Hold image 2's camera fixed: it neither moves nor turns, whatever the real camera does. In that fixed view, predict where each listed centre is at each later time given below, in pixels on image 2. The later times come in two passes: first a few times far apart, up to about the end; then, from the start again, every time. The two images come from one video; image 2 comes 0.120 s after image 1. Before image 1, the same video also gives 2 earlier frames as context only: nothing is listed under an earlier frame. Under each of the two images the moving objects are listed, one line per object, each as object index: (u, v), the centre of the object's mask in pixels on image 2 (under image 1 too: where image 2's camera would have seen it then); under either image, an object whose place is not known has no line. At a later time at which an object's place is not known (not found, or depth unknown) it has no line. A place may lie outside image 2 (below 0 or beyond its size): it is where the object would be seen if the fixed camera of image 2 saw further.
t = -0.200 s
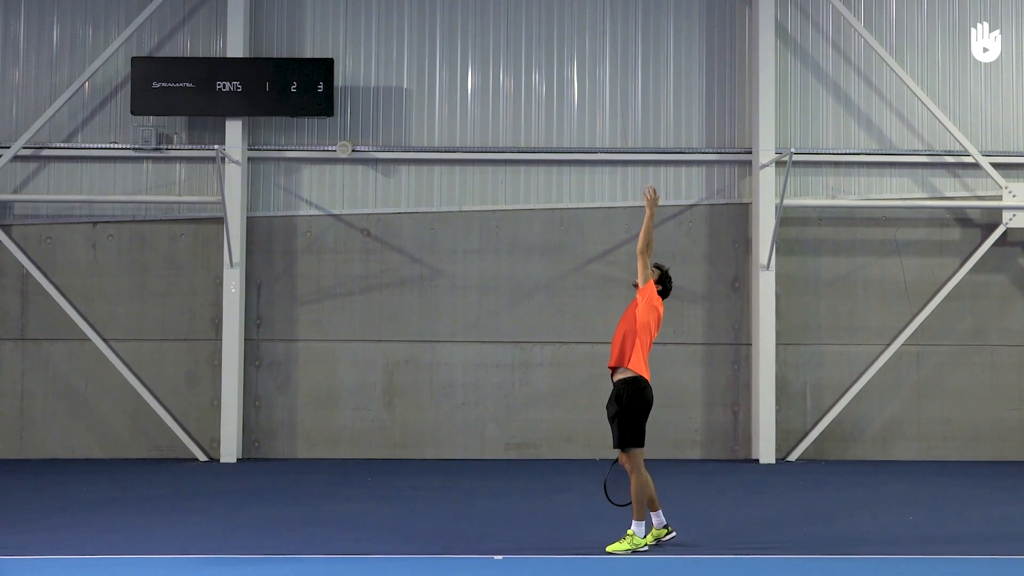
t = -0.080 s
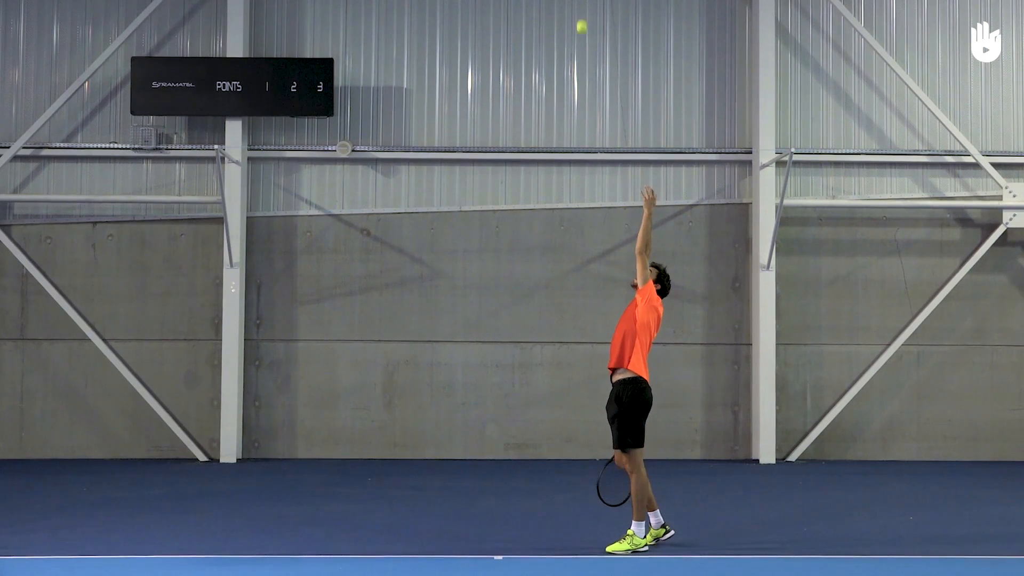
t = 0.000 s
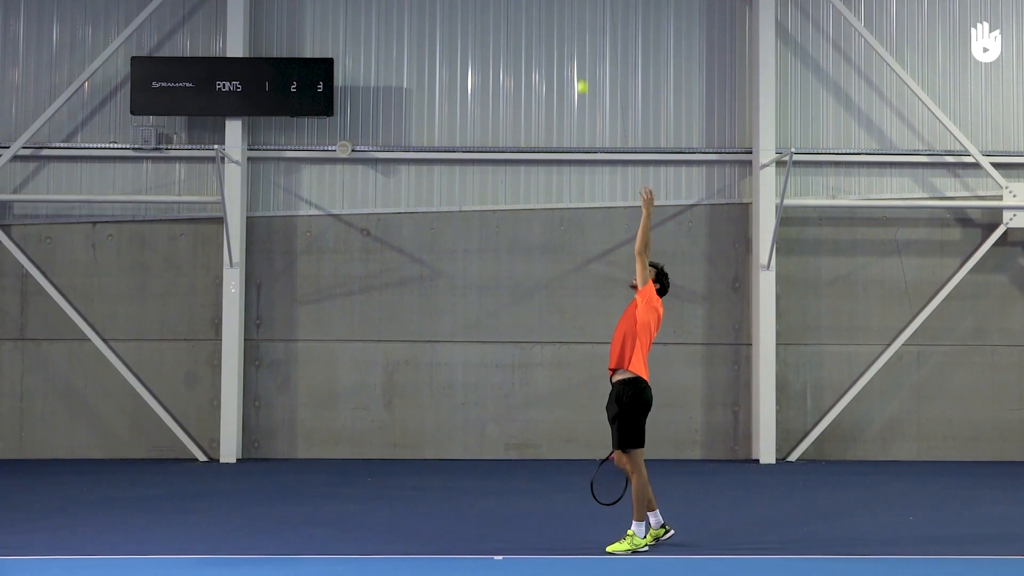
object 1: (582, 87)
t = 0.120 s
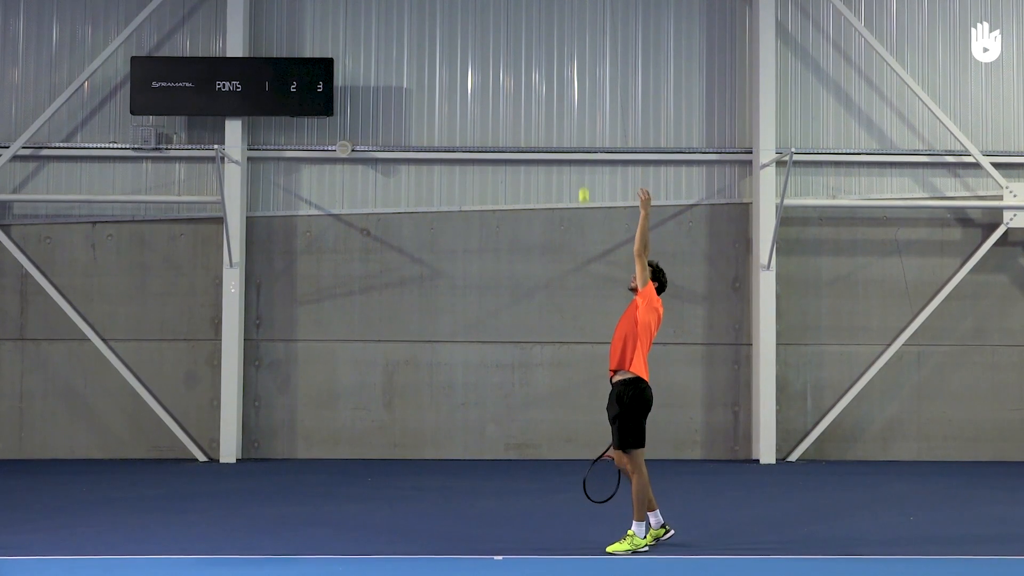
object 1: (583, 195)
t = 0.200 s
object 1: (584, 279)
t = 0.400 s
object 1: (585, 532)
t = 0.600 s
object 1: (585, 393)
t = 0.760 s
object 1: (586, 289)
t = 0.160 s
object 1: (584, 236)
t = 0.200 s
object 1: (584, 279)
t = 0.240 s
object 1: (584, 325)
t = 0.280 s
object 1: (585, 373)
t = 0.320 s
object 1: (585, 424)
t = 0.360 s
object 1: (584, 477)
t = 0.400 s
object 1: (585, 532)
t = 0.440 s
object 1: (585, 535)
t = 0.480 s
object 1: (584, 496)
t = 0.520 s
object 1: (584, 460)
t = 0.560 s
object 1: (584, 425)
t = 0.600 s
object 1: (585, 393)
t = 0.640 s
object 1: (585, 364)
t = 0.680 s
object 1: (586, 336)
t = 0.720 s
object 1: (585, 311)
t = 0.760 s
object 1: (586, 289)
